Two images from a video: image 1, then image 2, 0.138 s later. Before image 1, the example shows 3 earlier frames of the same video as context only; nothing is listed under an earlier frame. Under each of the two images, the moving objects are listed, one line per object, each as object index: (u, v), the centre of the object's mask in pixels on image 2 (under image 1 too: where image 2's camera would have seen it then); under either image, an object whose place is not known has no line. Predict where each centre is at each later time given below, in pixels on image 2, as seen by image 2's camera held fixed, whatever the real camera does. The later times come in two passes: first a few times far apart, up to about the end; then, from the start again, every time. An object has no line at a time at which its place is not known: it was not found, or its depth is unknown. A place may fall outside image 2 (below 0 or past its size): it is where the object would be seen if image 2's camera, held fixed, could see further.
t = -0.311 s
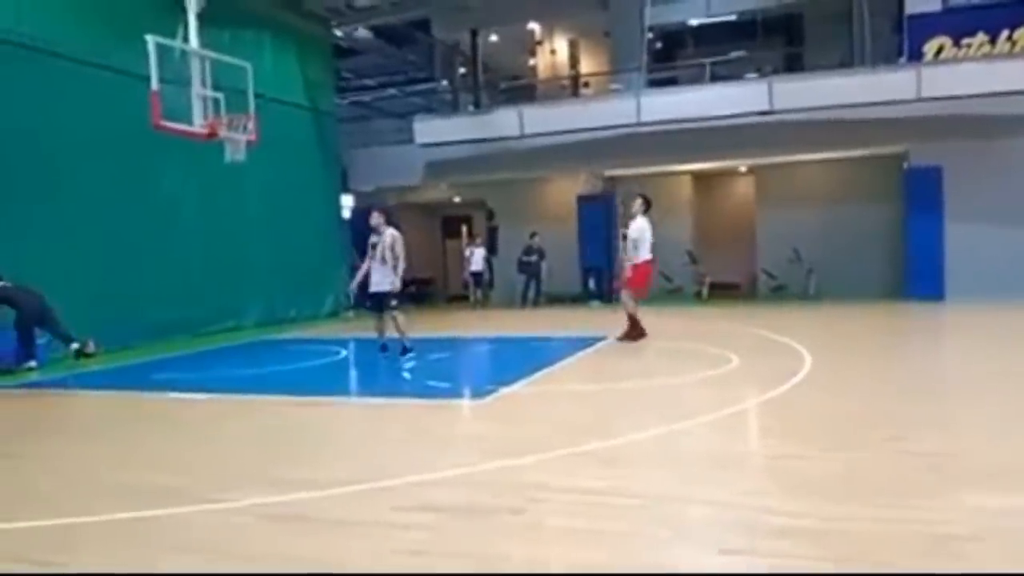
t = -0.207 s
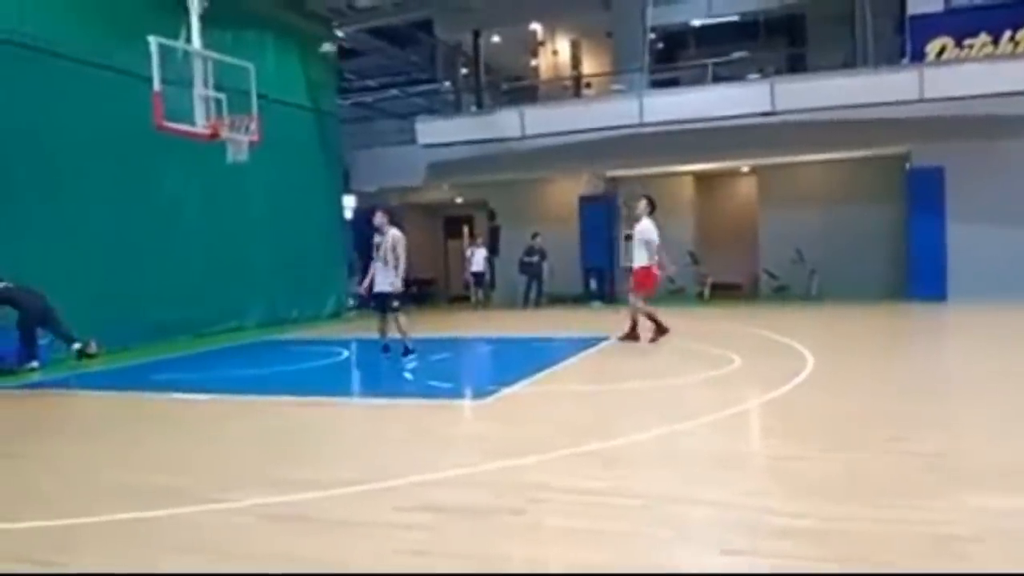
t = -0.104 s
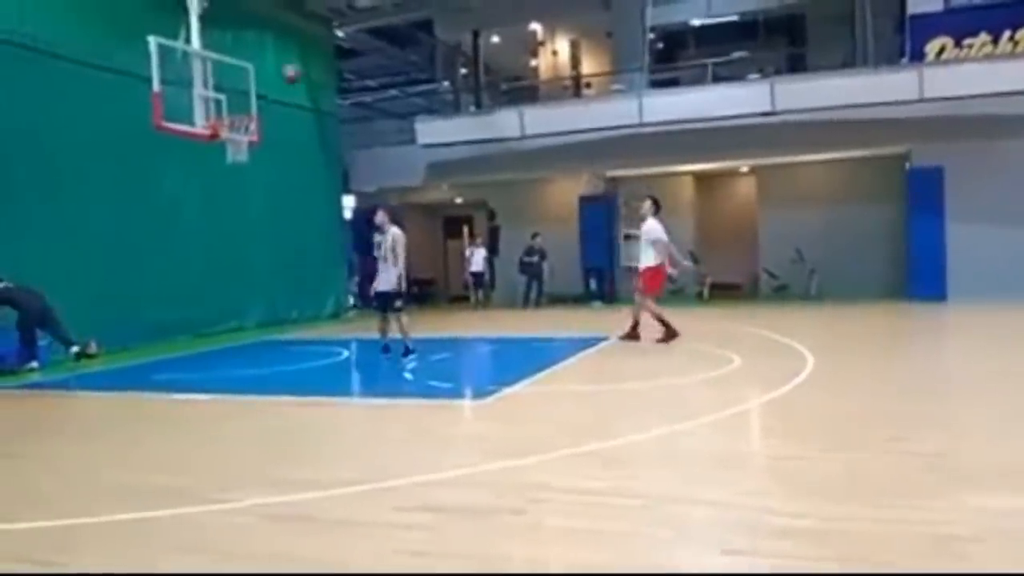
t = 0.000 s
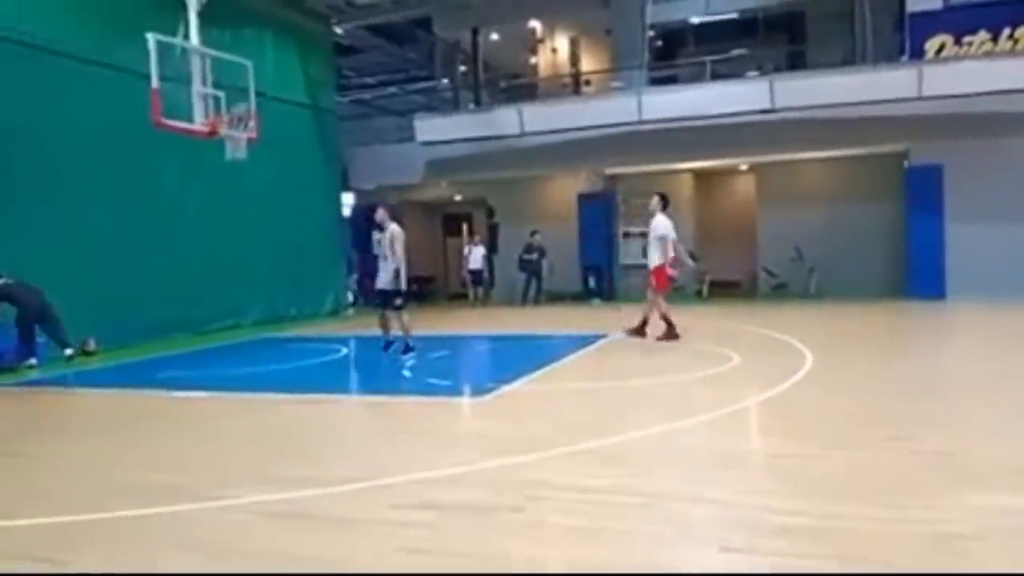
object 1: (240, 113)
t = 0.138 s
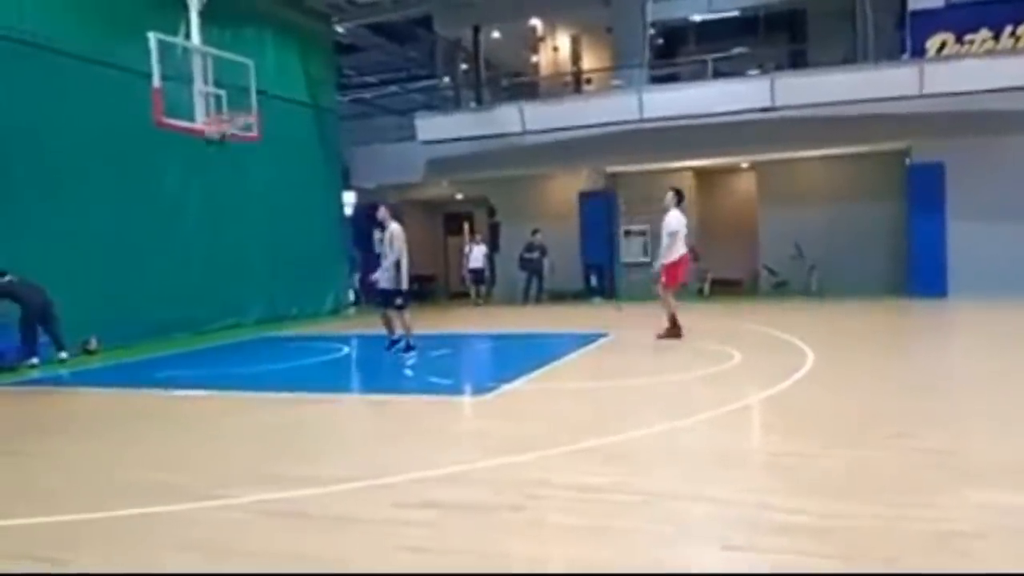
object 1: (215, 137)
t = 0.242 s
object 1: (213, 143)
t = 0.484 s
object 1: (204, 189)
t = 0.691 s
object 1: (198, 264)
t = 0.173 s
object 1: (211, 136)
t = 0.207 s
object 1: (213, 140)
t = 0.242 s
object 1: (213, 143)
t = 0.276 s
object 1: (211, 145)
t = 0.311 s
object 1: (208, 151)
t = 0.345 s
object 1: (208, 157)
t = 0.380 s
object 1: (207, 165)
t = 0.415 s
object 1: (207, 172)
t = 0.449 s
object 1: (205, 179)
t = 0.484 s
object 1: (204, 189)
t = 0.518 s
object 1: (203, 197)
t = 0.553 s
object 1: (203, 209)
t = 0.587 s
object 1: (202, 222)
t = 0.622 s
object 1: (200, 235)
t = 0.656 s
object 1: (199, 248)
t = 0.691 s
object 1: (198, 264)
